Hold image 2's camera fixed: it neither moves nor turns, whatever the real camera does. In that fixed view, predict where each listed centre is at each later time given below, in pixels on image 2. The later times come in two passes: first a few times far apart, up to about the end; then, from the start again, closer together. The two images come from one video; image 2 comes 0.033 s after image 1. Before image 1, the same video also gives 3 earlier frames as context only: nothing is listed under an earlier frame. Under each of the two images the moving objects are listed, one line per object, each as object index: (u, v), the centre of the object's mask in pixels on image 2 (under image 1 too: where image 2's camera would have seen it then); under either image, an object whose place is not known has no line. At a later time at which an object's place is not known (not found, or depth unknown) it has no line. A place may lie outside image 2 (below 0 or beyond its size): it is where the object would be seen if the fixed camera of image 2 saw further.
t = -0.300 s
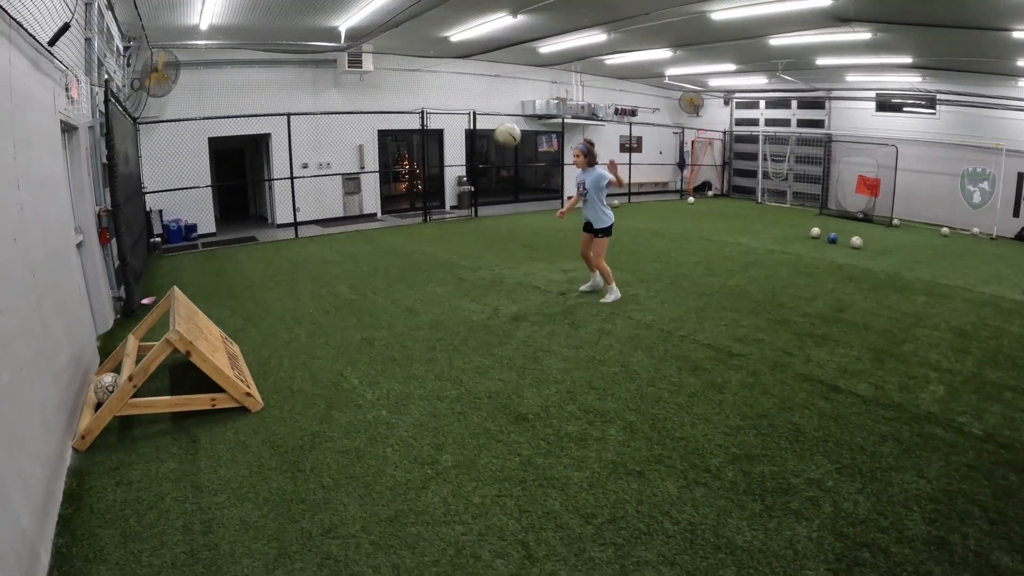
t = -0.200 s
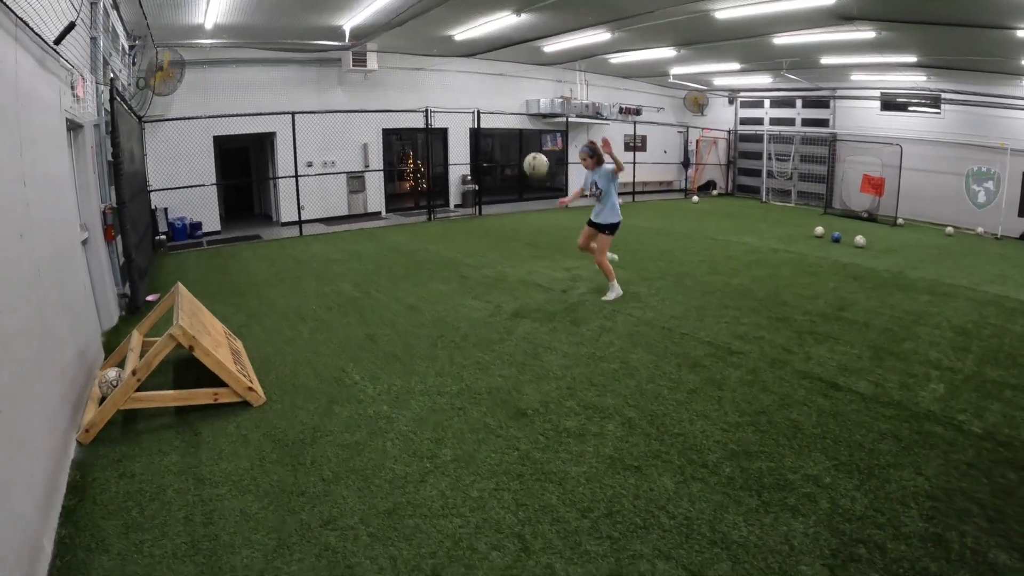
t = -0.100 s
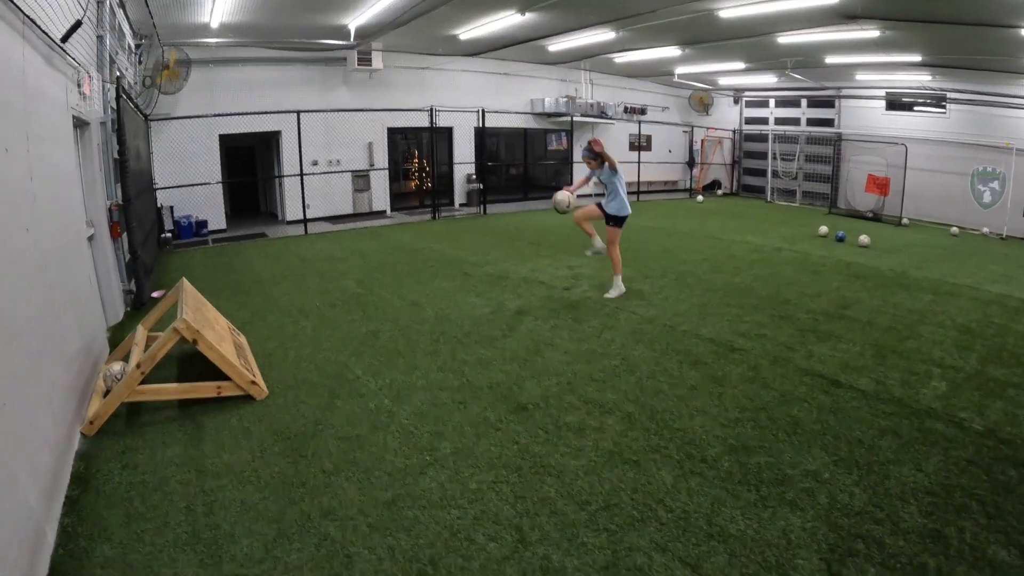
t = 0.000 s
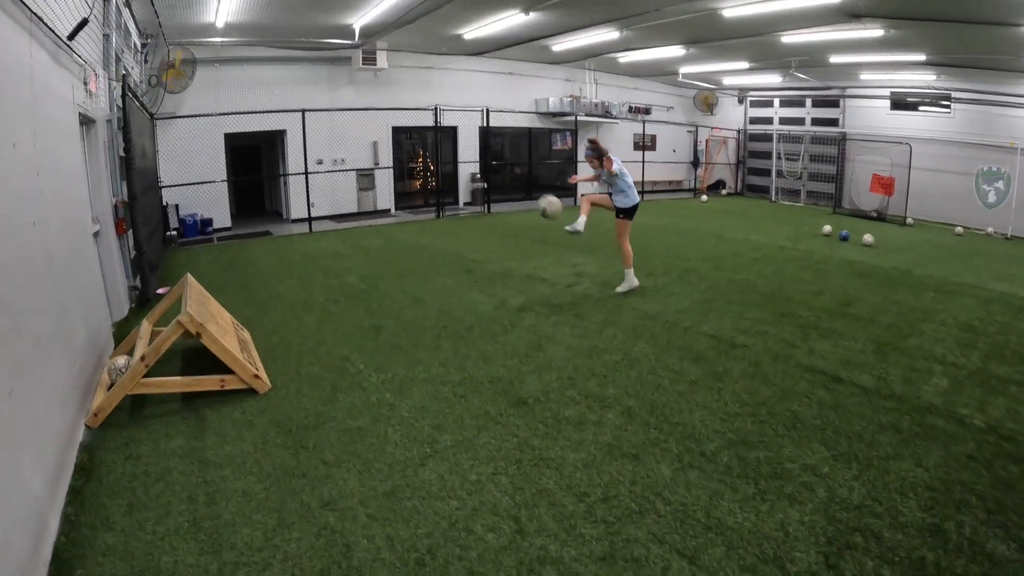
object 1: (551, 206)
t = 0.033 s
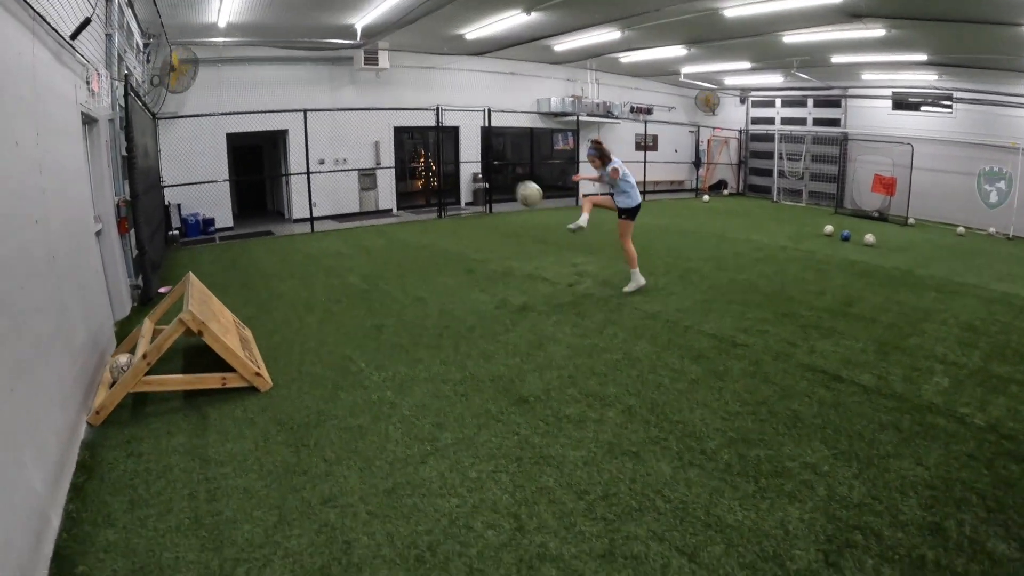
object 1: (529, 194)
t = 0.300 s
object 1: (283, 123)
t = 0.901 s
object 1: (409, 197)
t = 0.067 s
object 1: (504, 181)
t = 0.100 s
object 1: (479, 170)
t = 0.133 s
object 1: (449, 158)
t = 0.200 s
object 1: (389, 140)
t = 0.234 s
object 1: (355, 133)
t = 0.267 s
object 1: (320, 127)
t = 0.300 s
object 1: (283, 123)
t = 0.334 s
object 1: (244, 122)
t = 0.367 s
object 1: (205, 123)
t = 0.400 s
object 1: (165, 125)
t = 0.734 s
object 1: (277, 144)
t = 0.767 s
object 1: (305, 152)
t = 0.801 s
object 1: (333, 162)
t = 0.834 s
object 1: (359, 174)
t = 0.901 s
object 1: (409, 197)
